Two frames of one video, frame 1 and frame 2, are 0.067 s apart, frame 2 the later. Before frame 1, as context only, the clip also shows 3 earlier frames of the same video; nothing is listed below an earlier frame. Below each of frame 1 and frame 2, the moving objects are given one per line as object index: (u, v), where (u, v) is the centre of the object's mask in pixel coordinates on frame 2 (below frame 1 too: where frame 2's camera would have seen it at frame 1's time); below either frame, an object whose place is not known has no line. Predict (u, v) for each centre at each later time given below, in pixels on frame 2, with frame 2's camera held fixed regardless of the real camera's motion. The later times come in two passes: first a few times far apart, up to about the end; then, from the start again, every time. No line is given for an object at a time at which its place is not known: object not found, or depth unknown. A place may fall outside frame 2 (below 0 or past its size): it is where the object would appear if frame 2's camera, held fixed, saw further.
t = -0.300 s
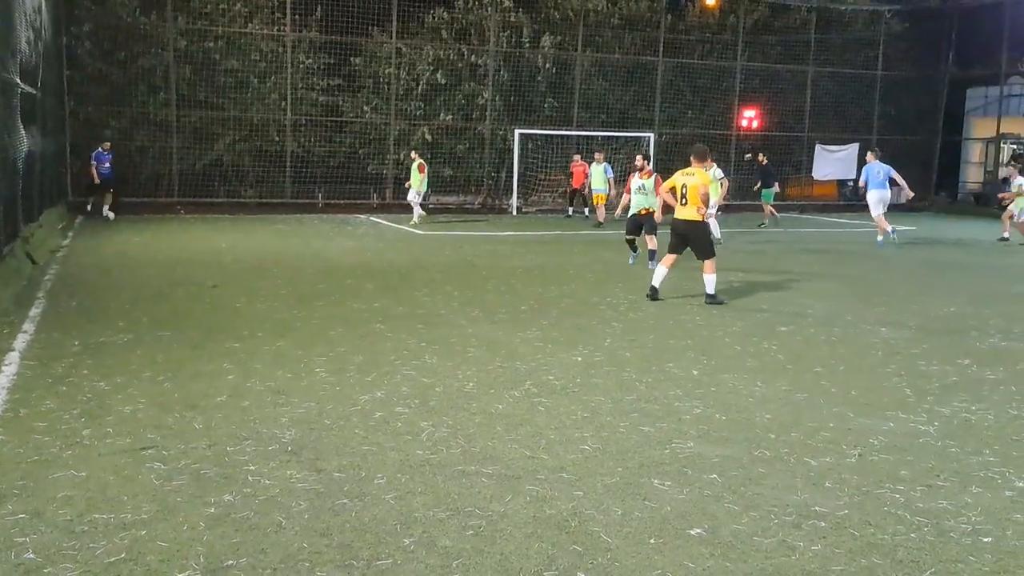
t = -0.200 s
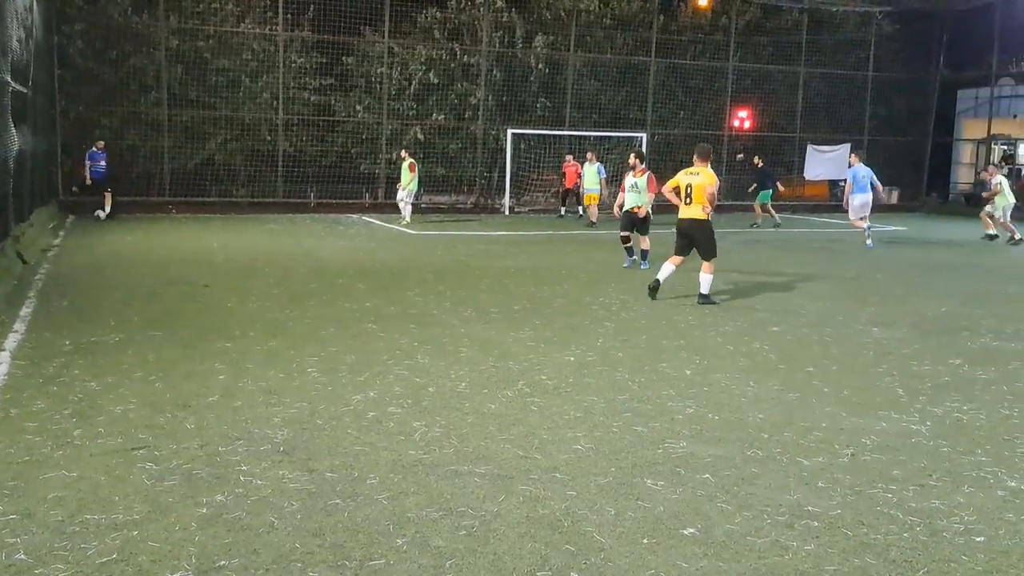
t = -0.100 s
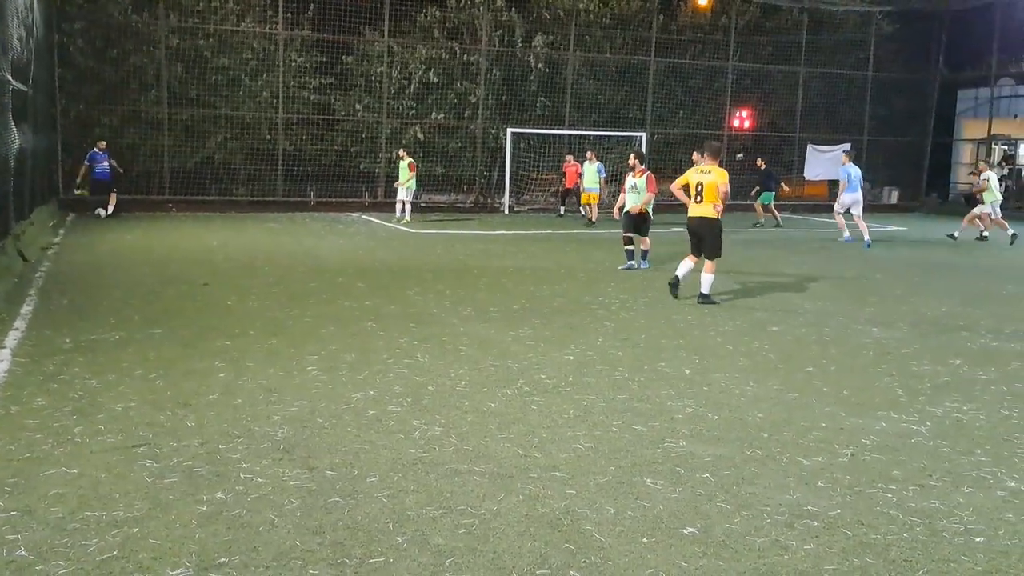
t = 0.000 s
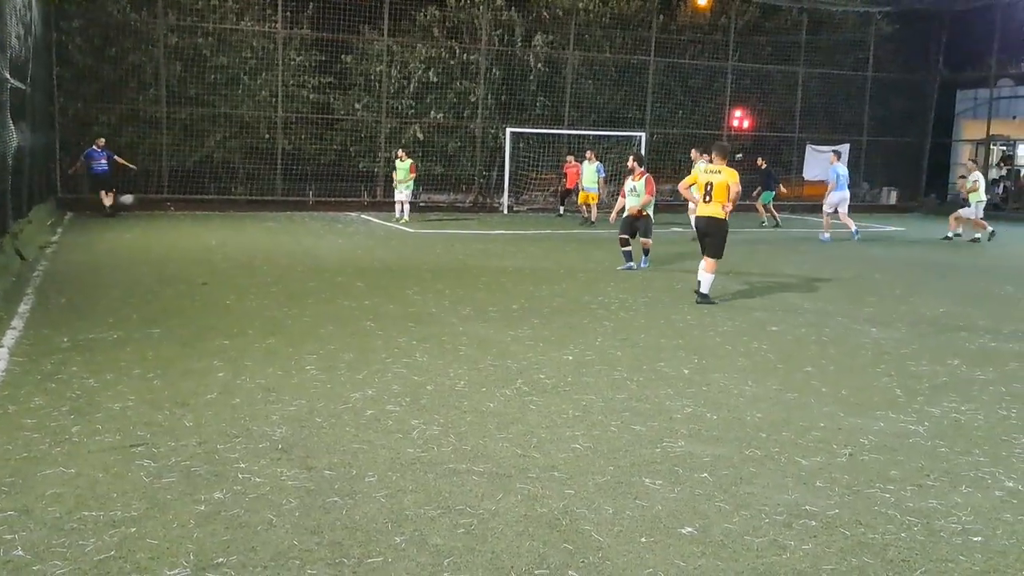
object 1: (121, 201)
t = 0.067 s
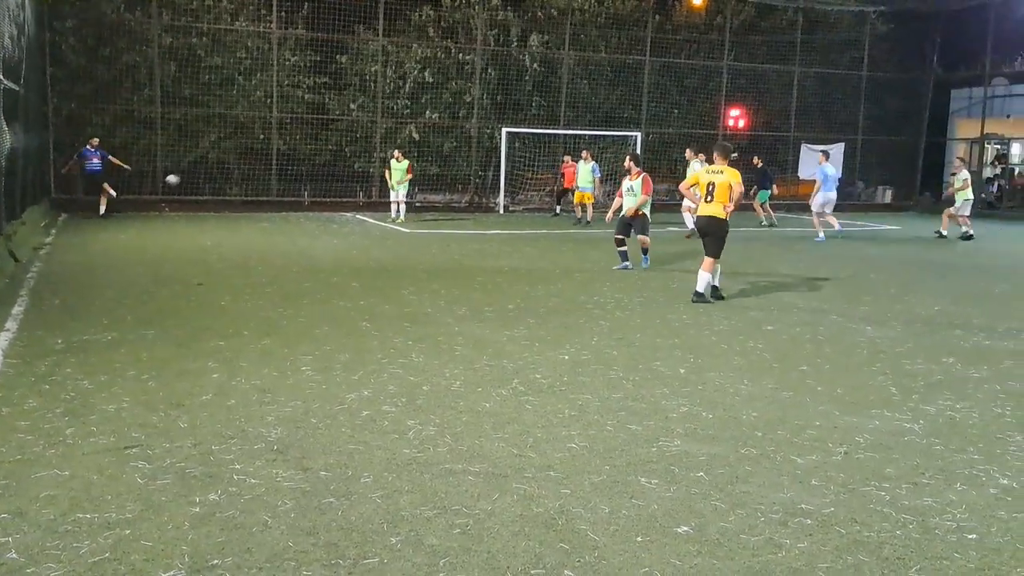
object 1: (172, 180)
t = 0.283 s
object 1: (330, 124)
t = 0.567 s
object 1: (511, 87)
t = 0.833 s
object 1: (656, 84)
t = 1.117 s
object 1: (788, 110)
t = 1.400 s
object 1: (897, 161)
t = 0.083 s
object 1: (187, 173)
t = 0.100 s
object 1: (198, 169)
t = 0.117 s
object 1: (210, 164)
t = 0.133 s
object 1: (223, 159)
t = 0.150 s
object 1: (235, 154)
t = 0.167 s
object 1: (247, 150)
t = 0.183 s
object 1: (260, 146)
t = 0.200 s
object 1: (271, 142)
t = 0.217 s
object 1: (283, 138)
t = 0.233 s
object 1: (295, 134)
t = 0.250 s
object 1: (306, 131)
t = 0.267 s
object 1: (318, 127)
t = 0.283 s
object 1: (330, 124)
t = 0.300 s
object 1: (341, 121)
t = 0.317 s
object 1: (353, 117)
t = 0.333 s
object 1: (363, 114)
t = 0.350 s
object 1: (374, 112)
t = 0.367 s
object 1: (385, 109)
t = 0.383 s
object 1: (397, 106)
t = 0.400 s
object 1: (407, 105)
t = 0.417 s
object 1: (418, 102)
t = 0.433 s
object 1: (429, 100)
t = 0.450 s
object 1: (439, 98)
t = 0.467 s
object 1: (450, 96)
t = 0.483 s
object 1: (461, 94)
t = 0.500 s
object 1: (470, 93)
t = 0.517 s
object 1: (481, 91)
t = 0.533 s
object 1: (490, 90)
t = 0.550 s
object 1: (500, 88)
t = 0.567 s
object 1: (511, 87)
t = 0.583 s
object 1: (520, 86)
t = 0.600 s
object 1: (529, 85)
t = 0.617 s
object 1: (539, 84)
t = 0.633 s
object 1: (549, 84)
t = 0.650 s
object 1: (558, 83)
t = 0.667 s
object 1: (568, 83)
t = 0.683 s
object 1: (577, 82)
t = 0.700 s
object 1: (586, 82)
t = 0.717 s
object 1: (596, 82)
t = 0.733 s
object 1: (604, 82)
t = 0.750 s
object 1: (613, 82)
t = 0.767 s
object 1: (622, 82)
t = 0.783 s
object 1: (630, 82)
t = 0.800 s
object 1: (639, 83)
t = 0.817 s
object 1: (648, 83)
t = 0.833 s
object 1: (656, 84)
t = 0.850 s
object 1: (664, 84)
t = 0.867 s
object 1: (673, 86)
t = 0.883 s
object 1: (681, 86)
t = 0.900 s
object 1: (689, 87)
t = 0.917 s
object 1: (697, 89)
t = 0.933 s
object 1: (705, 90)
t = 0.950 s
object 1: (713, 91)
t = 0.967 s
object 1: (721, 93)
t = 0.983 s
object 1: (728, 94)
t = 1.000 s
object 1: (736, 96)
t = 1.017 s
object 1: (744, 98)
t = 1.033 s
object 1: (751, 99)
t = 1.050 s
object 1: (758, 102)
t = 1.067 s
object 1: (766, 103)
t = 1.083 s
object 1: (773, 105)
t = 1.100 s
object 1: (780, 108)
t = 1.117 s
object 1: (788, 110)
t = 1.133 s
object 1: (795, 112)
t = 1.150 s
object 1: (802, 115)
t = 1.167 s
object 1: (809, 117)
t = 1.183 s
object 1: (816, 120)
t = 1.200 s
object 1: (822, 122)
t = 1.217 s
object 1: (829, 125)
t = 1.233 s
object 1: (835, 128)
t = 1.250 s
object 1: (842, 131)
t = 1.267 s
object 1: (849, 134)
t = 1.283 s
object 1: (855, 137)
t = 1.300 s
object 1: (861, 141)
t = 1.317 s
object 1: (867, 144)
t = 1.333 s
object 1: (874, 147)
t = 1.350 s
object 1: (880, 150)
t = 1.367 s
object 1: (886, 153)
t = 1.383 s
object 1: (892, 157)
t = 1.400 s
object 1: (897, 161)
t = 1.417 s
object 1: (903, 164)
